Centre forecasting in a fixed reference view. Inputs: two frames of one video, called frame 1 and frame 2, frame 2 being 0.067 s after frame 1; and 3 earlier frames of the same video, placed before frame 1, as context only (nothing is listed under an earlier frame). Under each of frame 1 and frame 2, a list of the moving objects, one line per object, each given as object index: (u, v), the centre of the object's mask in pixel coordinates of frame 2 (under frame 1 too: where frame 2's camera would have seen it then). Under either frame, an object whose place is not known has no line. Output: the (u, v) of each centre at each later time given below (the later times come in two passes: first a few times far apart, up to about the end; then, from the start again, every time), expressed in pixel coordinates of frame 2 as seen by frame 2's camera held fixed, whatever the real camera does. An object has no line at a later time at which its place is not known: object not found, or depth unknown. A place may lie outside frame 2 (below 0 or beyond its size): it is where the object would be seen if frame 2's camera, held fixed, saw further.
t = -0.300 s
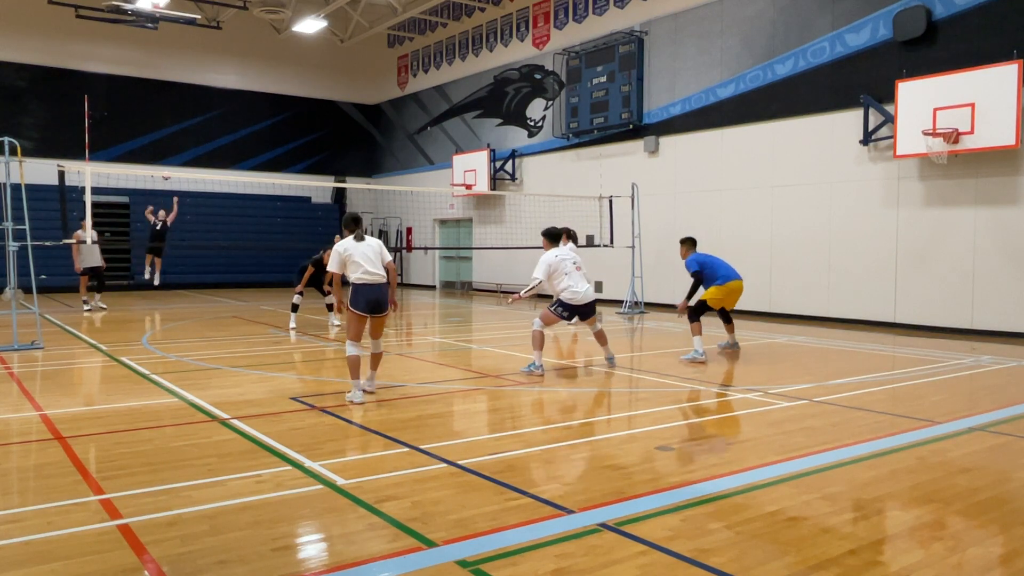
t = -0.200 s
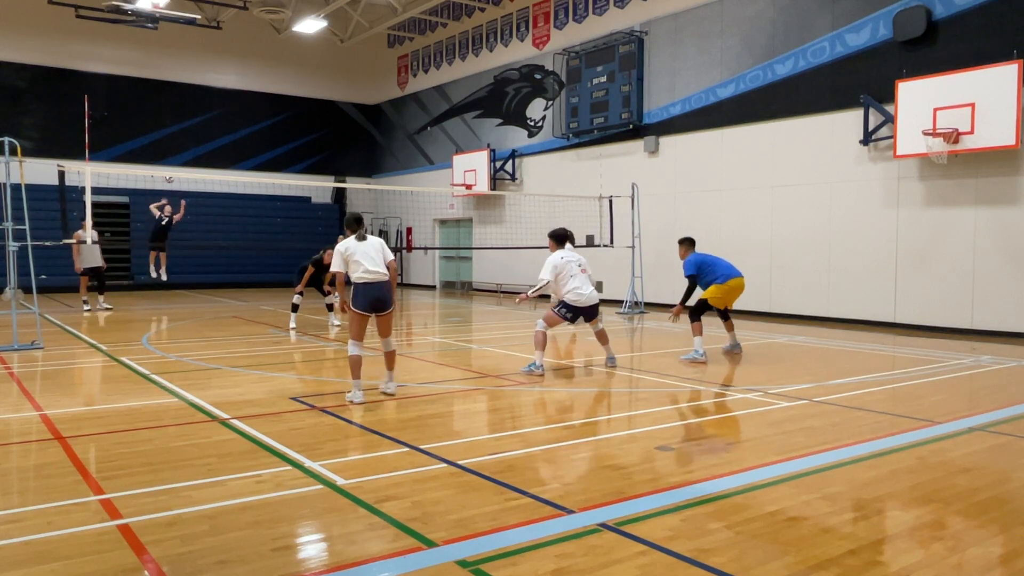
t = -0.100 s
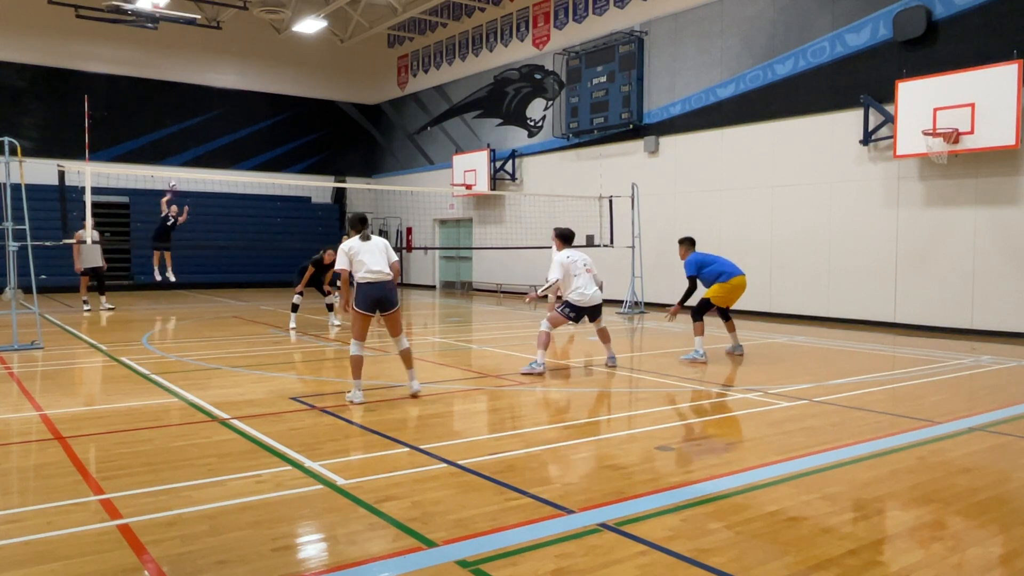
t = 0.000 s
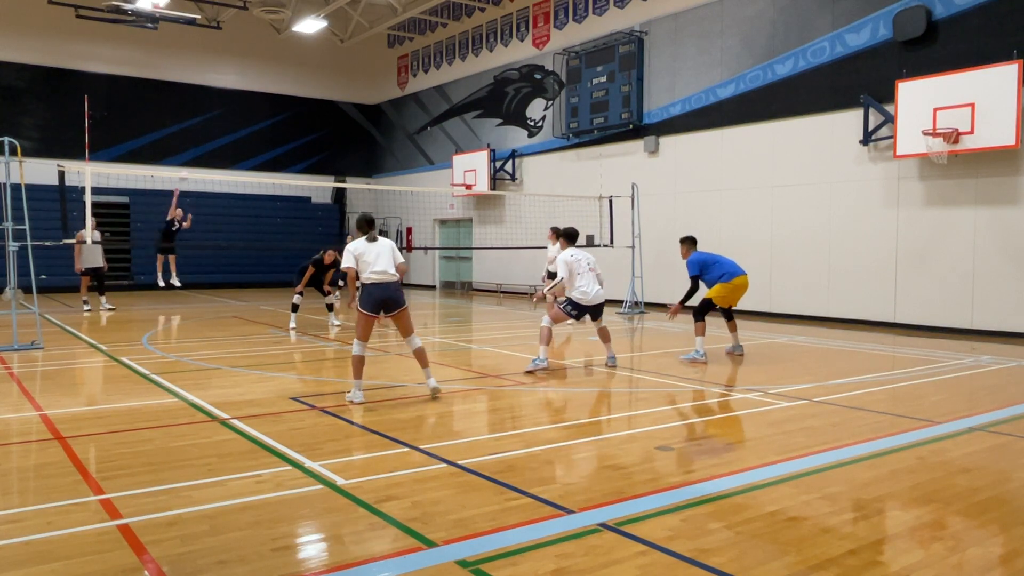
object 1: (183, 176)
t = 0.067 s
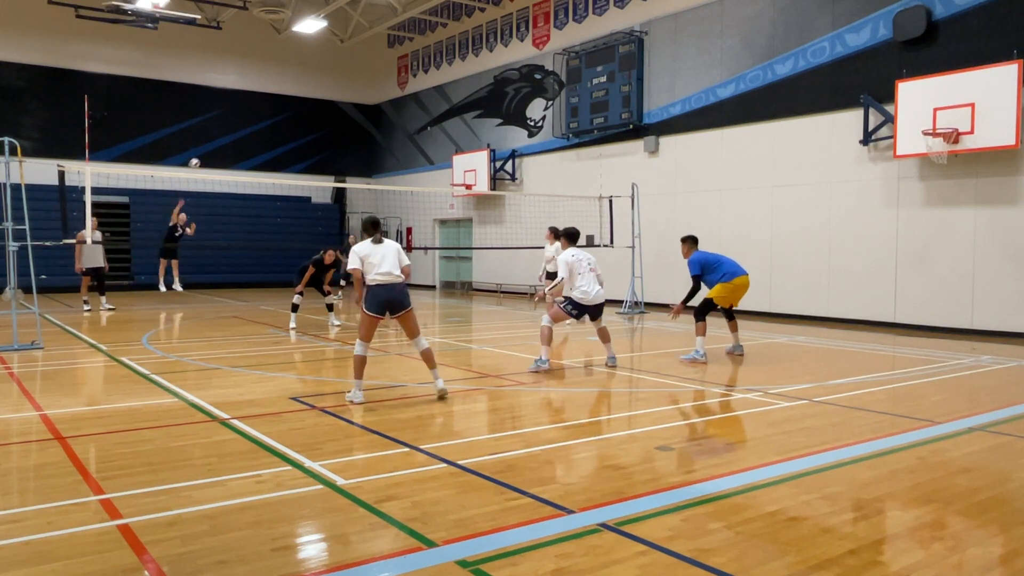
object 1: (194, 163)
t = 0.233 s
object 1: (223, 140)
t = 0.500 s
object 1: (273, 130)
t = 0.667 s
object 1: (309, 144)
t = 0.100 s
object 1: (200, 158)
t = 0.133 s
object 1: (205, 153)
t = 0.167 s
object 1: (211, 148)
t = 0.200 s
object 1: (217, 144)
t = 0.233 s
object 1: (223, 140)
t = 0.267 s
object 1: (229, 137)
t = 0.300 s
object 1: (235, 134)
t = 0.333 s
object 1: (241, 132)
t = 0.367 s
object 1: (248, 130)
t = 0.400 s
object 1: (254, 129)
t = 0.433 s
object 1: (260, 129)
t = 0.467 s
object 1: (267, 129)
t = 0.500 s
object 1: (273, 130)
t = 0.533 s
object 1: (280, 131)
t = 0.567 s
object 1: (287, 133)
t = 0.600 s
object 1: (294, 136)
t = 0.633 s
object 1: (302, 140)
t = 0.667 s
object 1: (309, 144)
